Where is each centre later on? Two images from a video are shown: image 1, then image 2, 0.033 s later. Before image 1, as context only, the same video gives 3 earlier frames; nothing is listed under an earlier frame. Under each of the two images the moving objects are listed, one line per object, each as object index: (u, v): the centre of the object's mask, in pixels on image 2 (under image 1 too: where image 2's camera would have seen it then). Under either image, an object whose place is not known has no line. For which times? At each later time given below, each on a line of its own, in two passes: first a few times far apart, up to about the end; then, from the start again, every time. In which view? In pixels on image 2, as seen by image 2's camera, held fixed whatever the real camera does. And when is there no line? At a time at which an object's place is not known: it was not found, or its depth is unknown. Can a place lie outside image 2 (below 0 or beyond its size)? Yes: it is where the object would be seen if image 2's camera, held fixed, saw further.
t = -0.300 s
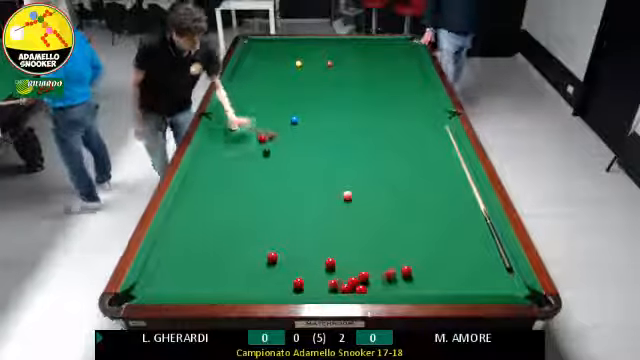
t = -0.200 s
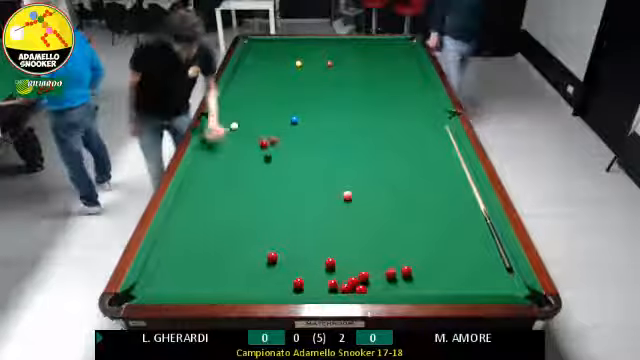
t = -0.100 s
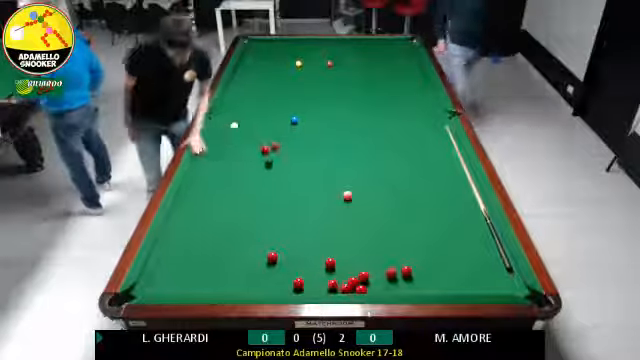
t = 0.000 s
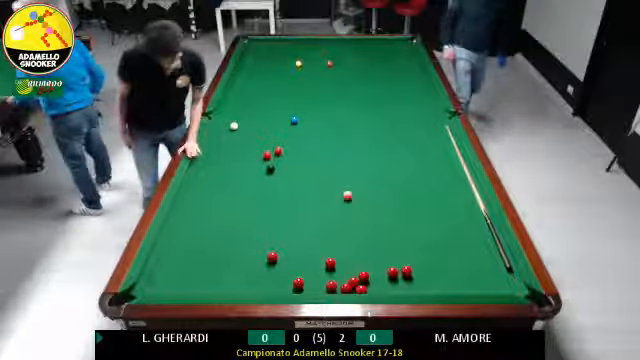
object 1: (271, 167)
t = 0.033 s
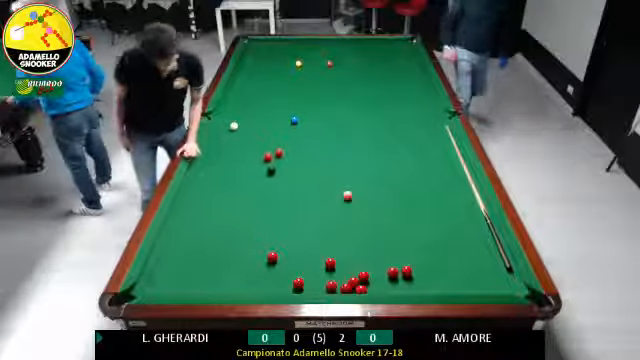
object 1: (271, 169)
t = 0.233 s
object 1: (274, 181)
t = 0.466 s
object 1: (277, 196)
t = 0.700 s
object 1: (280, 211)
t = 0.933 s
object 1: (284, 228)
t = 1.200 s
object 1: (289, 245)
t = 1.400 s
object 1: (291, 263)
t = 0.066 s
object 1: (271, 171)
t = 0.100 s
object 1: (272, 173)
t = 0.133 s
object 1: (273, 175)
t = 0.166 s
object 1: (273, 177)
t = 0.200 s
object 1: (273, 179)
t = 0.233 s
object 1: (274, 181)
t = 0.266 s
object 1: (274, 183)
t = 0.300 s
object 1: (275, 185)
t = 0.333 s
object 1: (275, 187)
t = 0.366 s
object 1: (276, 190)
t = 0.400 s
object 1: (276, 191)
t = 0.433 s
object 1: (276, 194)
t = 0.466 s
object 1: (277, 196)
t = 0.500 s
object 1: (277, 198)
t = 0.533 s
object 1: (277, 200)
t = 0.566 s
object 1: (278, 202)
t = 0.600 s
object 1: (279, 204)
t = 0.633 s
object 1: (279, 207)
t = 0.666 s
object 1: (279, 209)
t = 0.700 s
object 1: (280, 211)
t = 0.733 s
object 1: (281, 214)
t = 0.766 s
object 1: (281, 216)
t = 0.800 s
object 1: (282, 219)
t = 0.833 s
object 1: (283, 221)
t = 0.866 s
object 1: (283, 223)
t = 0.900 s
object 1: (283, 225)
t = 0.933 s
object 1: (284, 228)
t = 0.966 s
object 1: (284, 230)
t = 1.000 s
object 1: (285, 232)
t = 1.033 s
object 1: (285, 234)
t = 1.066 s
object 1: (286, 237)
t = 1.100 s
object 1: (286, 239)
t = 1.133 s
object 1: (287, 241)
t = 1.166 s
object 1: (288, 244)
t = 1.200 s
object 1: (289, 245)
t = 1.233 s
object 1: (290, 249)
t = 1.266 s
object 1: (290, 252)
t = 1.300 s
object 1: (290, 255)
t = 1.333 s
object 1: (289, 258)
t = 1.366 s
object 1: (290, 261)
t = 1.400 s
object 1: (291, 263)
